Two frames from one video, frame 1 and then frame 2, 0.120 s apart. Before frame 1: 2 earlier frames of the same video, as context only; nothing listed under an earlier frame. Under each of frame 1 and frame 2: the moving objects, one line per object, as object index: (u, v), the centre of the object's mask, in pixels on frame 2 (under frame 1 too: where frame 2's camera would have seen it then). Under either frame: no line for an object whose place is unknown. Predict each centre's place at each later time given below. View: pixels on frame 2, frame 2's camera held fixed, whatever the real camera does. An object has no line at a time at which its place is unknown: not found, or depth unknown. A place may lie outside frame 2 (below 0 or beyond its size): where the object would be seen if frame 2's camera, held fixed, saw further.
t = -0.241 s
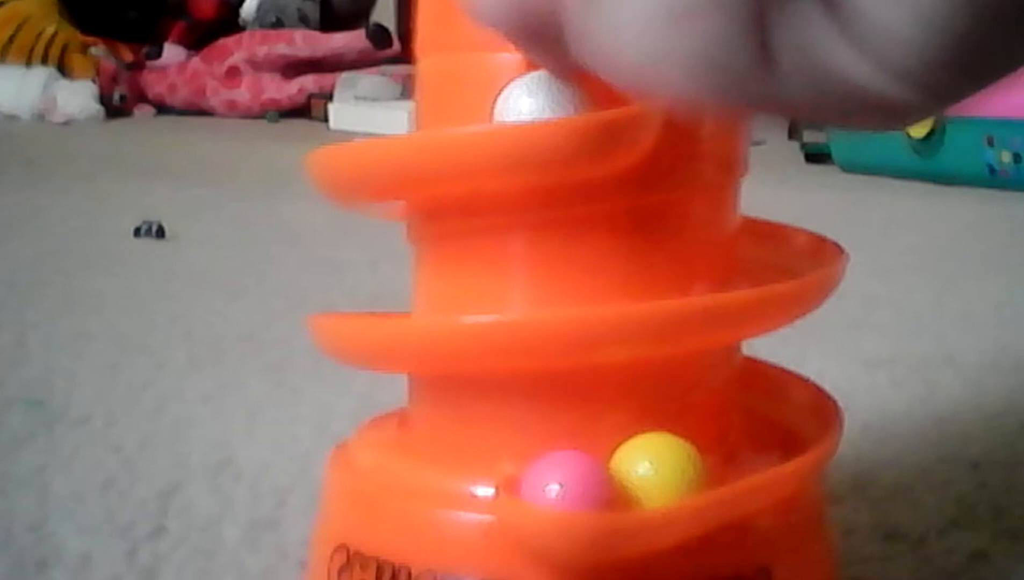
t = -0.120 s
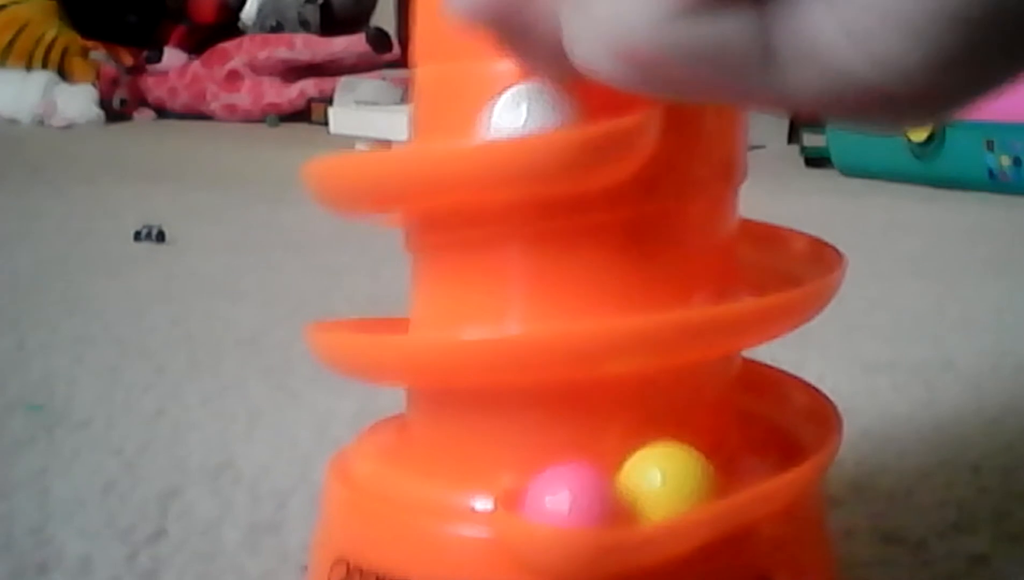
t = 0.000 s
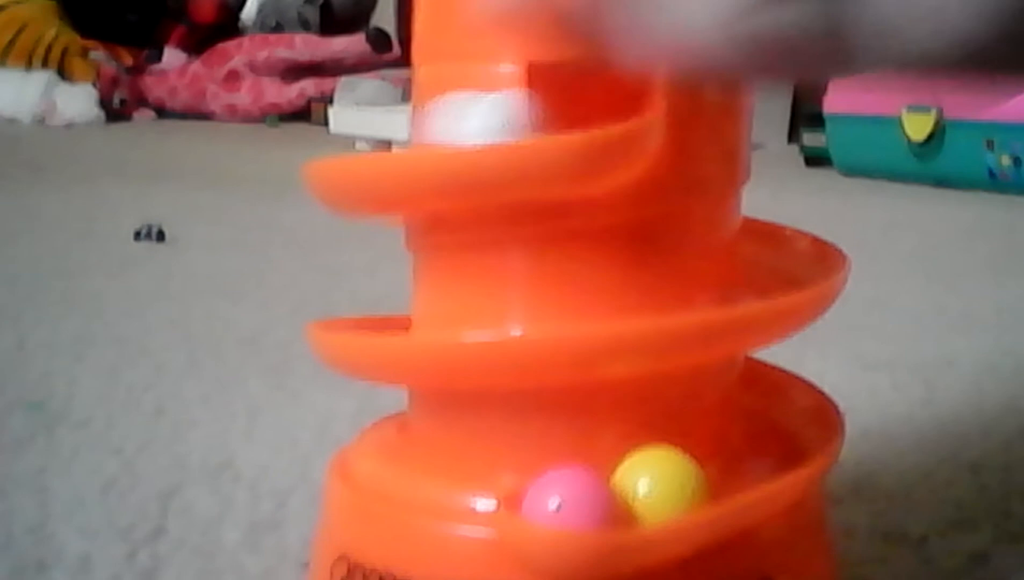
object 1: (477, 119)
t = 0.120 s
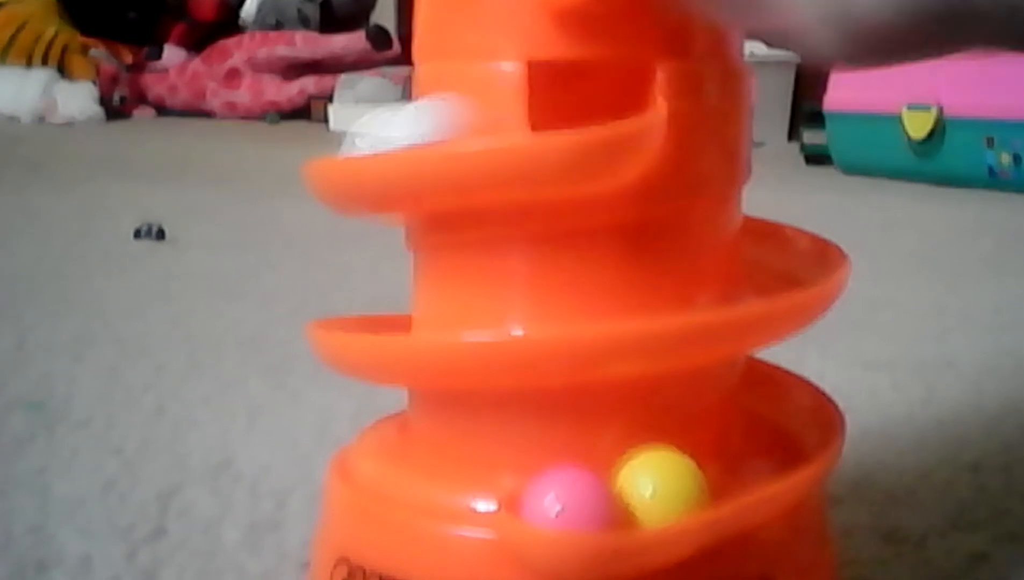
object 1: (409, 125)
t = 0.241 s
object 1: (354, 142)
